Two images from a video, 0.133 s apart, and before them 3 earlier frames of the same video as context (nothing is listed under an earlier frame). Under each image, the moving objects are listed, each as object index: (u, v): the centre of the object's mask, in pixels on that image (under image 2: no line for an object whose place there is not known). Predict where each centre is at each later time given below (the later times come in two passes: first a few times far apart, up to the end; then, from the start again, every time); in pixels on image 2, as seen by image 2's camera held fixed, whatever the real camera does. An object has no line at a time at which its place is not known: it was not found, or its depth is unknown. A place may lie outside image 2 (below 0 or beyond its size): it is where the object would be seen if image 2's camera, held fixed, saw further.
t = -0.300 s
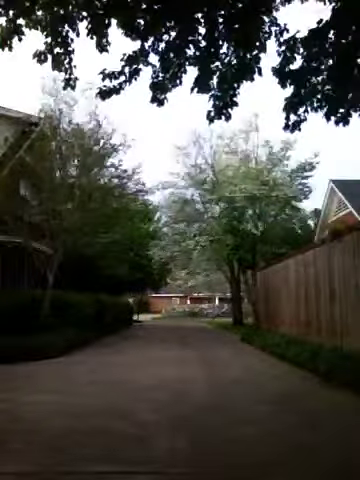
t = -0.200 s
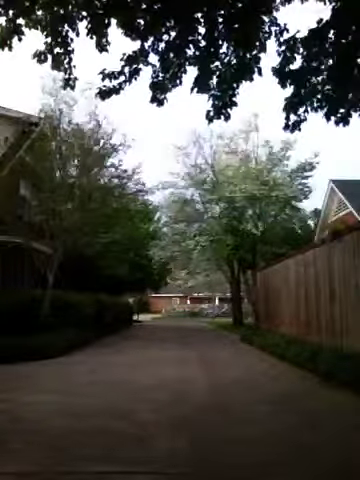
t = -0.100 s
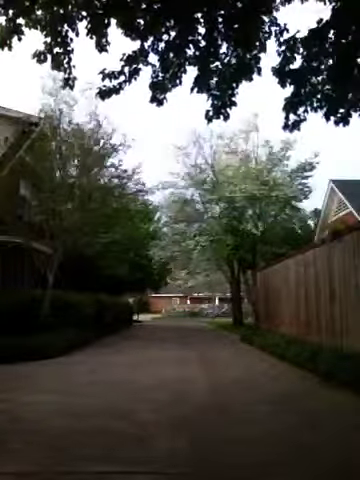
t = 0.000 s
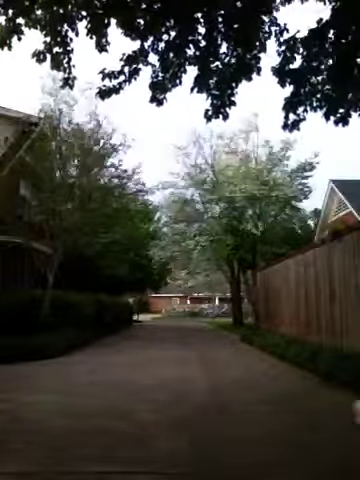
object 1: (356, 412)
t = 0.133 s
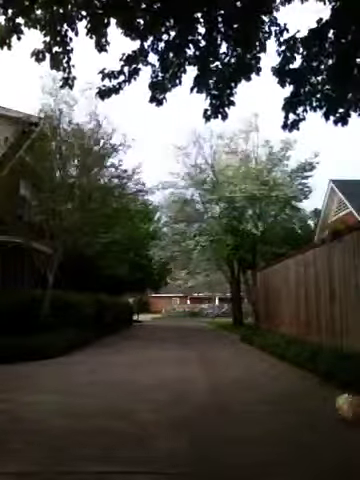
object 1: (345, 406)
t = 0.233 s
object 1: (335, 405)
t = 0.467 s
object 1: (311, 399)
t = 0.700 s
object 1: (290, 392)
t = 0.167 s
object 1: (342, 406)
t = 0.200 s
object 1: (339, 405)
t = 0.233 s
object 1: (335, 405)
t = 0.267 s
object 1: (332, 403)
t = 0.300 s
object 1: (329, 403)
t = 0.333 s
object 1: (325, 403)
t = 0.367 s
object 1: (322, 401)
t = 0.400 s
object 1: (317, 400)
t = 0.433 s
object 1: (313, 399)
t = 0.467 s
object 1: (311, 399)
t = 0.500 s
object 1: (307, 398)
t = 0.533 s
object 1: (304, 397)
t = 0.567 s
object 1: (301, 397)
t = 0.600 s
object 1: (298, 397)
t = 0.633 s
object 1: (296, 396)
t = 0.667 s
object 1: (292, 393)
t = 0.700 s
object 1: (290, 392)
